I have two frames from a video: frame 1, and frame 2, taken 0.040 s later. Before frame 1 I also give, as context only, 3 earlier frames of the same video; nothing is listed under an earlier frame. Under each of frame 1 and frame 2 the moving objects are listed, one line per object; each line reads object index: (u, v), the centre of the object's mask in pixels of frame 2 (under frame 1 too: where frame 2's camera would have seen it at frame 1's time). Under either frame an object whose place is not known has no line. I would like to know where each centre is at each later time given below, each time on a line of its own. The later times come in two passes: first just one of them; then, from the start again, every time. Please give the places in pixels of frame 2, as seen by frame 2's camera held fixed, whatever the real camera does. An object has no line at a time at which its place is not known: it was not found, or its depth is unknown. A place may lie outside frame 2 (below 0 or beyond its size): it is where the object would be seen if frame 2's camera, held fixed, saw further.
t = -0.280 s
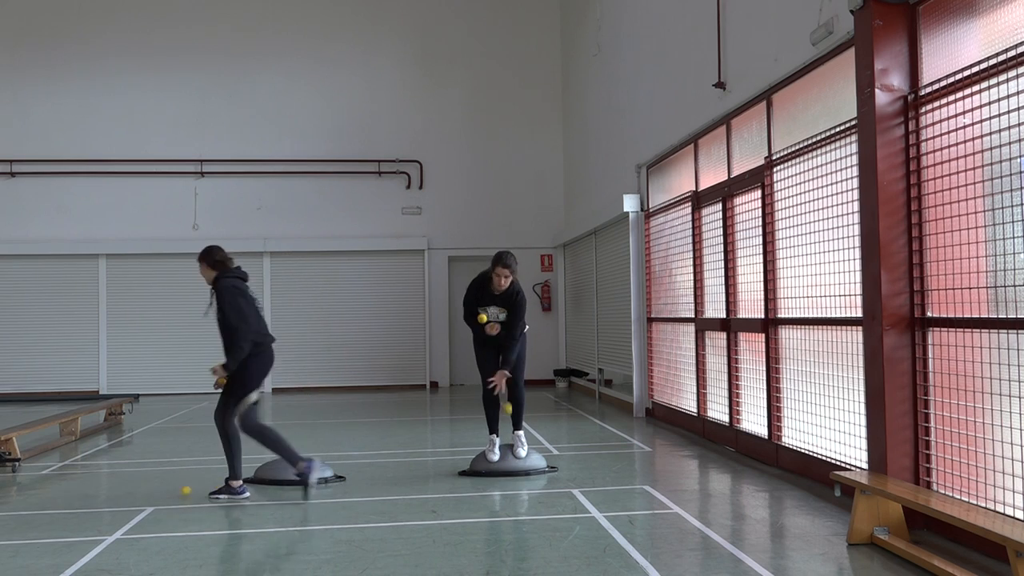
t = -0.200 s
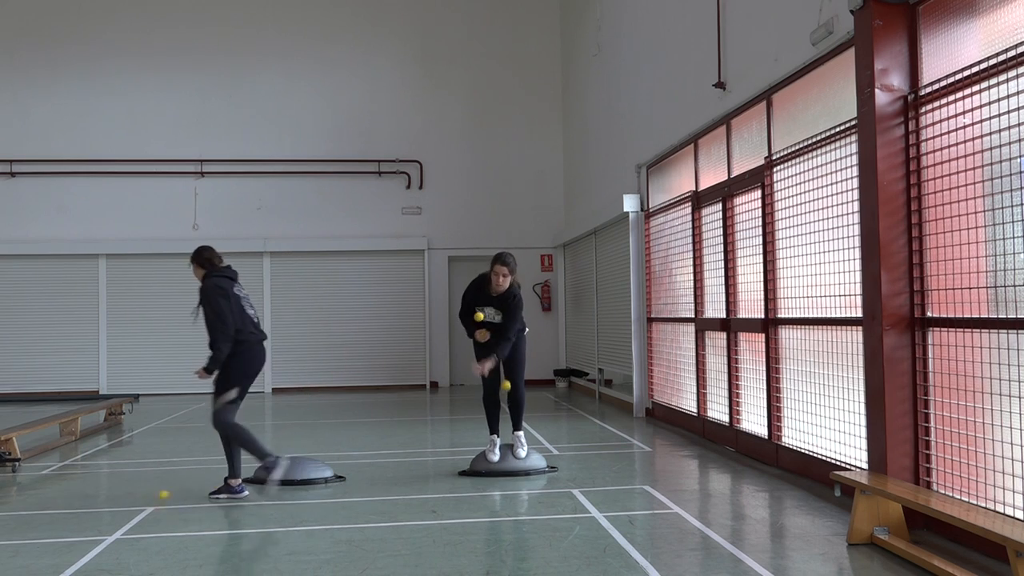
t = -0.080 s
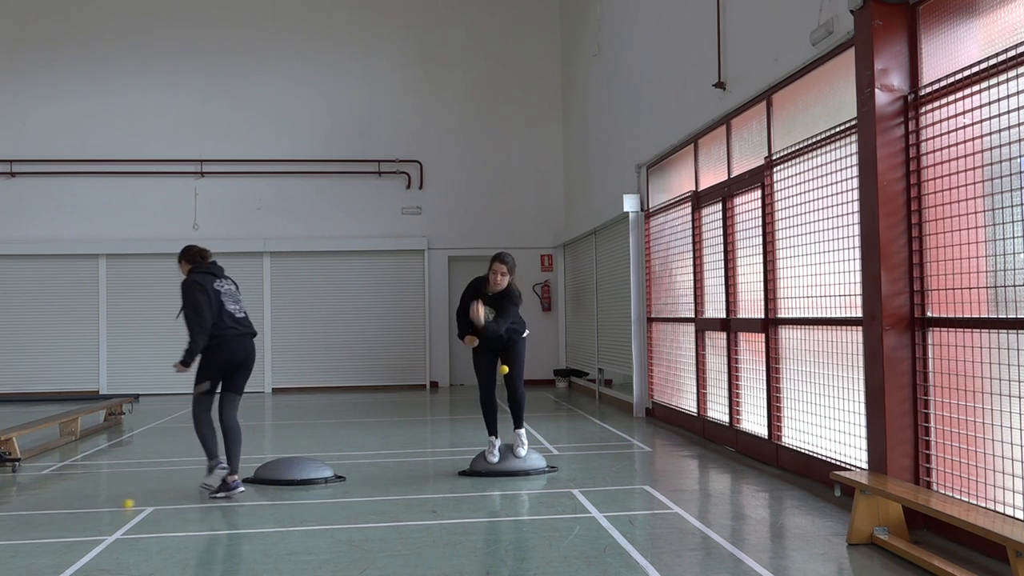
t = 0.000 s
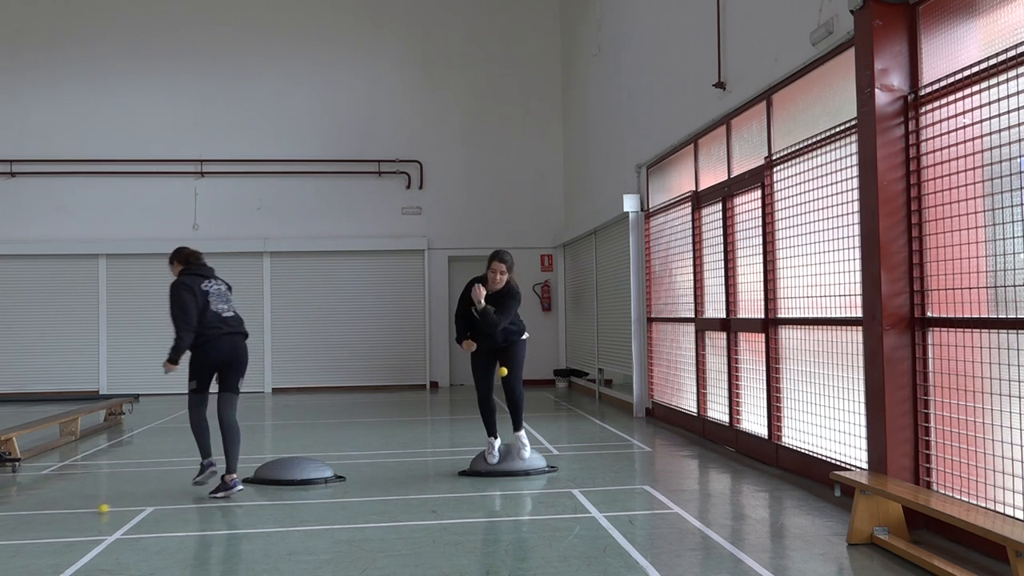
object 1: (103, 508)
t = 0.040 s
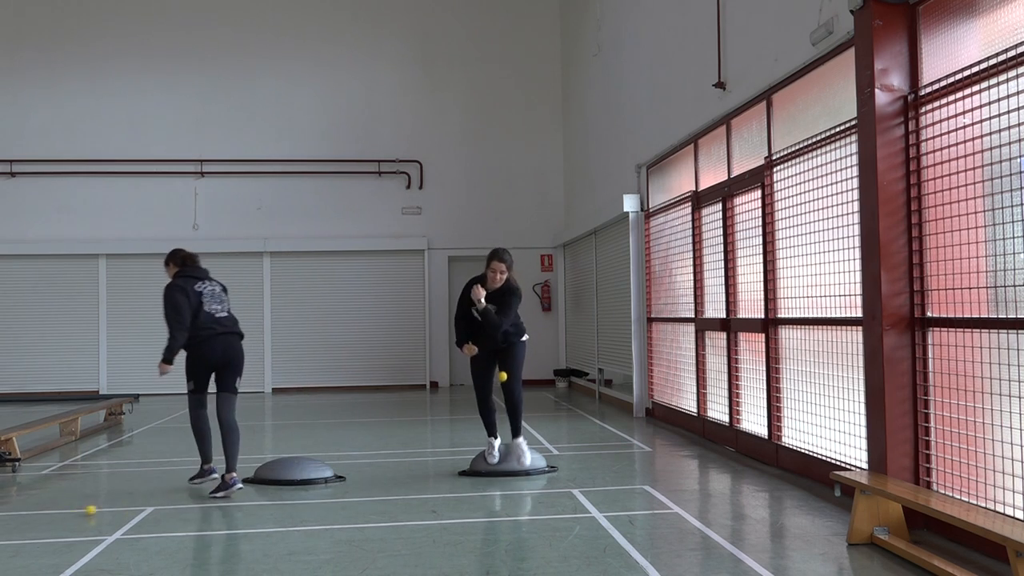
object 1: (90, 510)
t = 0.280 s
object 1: (7, 526)
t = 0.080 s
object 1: (77, 514)
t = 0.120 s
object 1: (64, 516)
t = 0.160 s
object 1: (50, 519)
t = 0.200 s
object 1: (36, 520)
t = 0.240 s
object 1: (21, 525)
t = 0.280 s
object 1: (7, 526)
